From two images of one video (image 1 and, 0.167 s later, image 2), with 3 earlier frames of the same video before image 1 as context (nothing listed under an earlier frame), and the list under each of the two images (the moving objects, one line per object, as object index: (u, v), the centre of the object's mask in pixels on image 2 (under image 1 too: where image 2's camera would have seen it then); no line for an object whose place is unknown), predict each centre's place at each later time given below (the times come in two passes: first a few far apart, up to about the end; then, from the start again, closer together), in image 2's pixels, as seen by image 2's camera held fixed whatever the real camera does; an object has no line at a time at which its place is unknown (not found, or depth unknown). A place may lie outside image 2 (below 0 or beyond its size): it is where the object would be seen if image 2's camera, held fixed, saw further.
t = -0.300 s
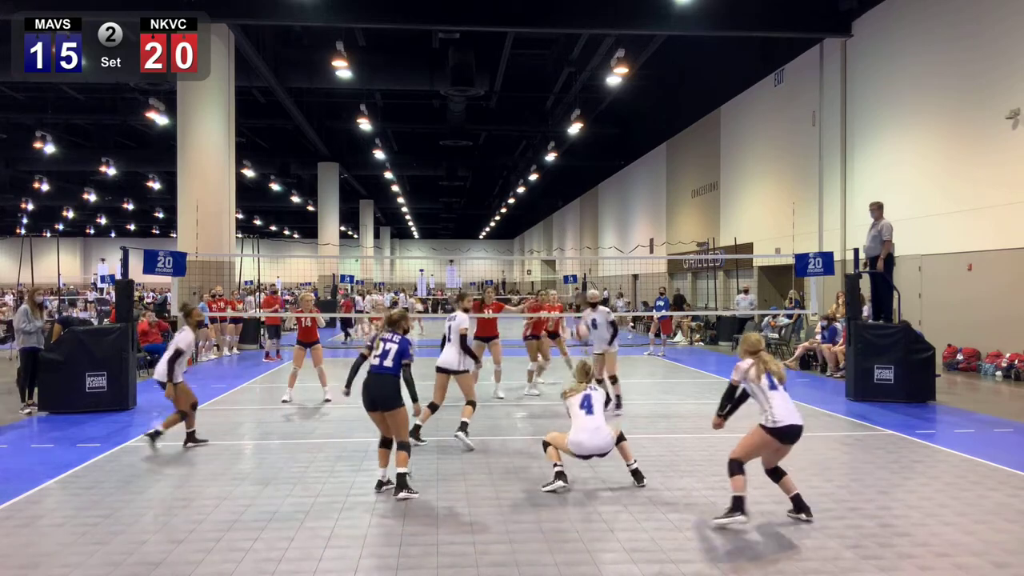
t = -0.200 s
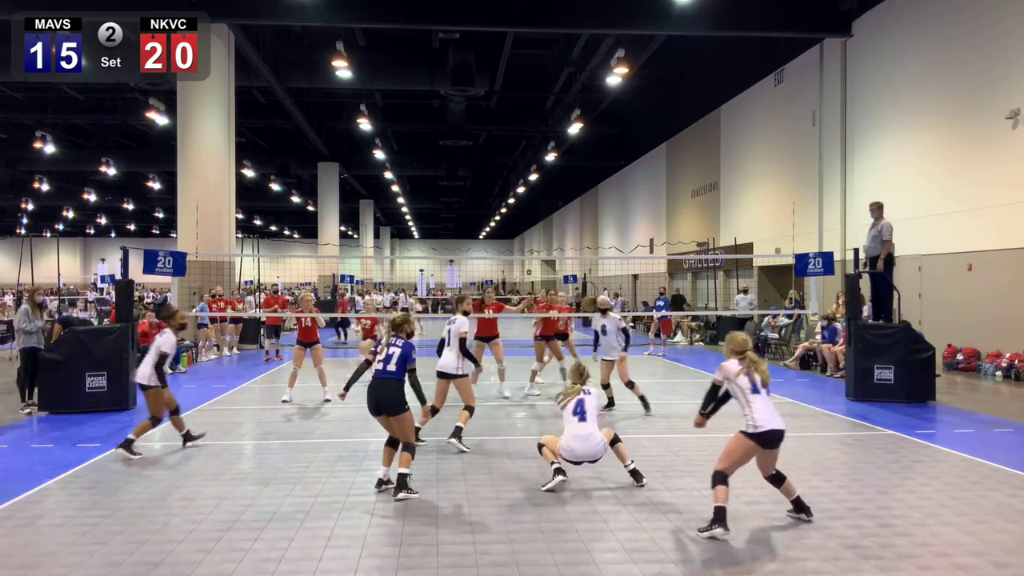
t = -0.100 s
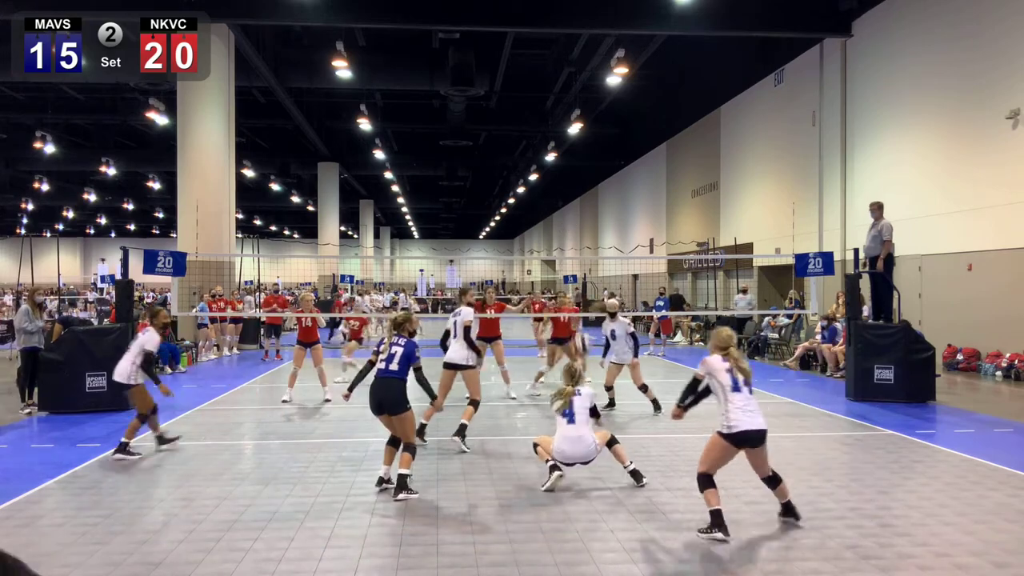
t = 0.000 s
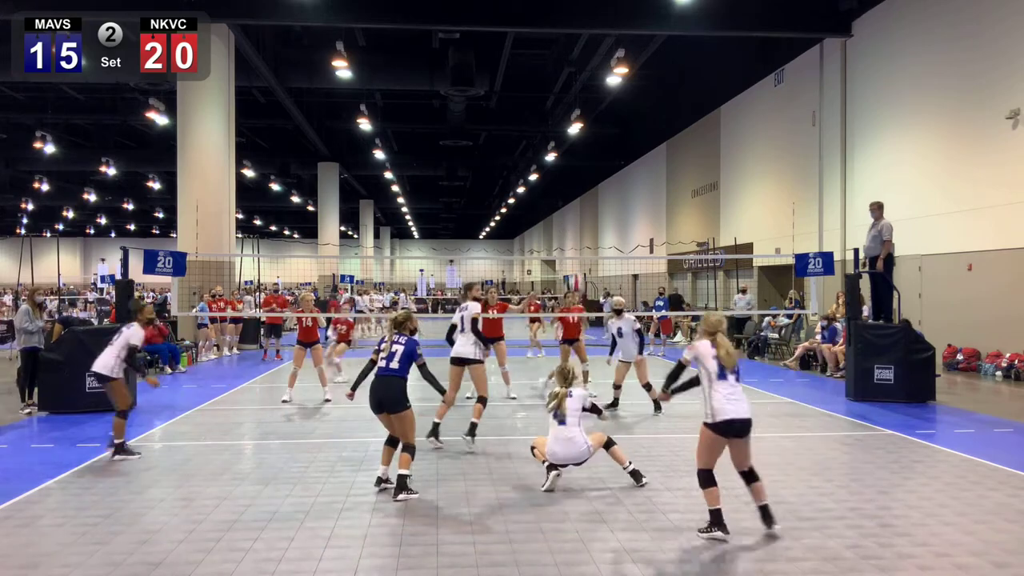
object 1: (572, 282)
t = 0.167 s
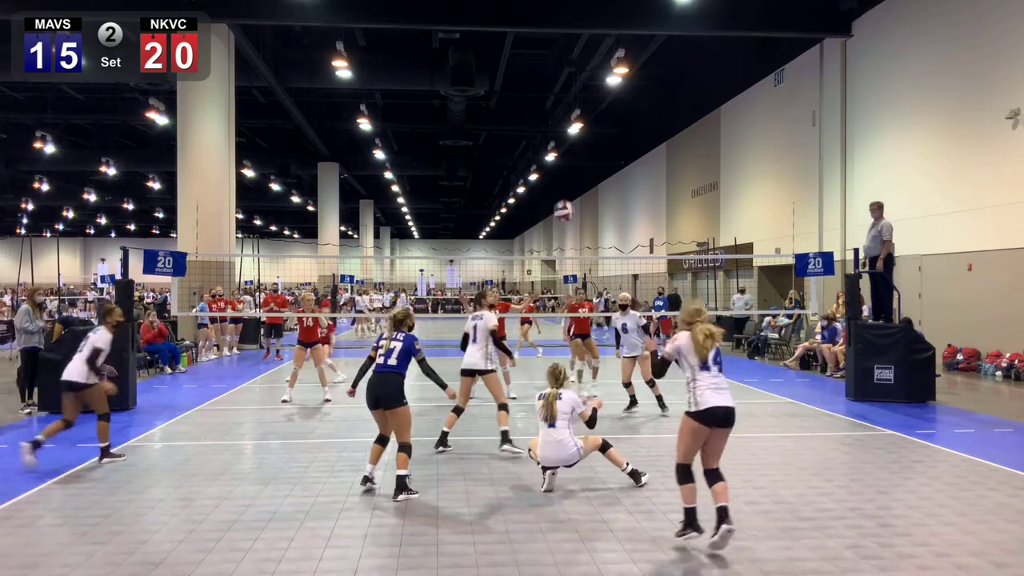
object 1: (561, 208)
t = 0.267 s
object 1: (556, 181)
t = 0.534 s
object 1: (541, 155)
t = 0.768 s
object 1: (529, 179)
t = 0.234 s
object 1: (557, 191)
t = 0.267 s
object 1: (556, 181)
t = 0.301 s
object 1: (555, 176)
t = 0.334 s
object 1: (553, 170)
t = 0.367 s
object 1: (548, 165)
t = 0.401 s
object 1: (547, 161)
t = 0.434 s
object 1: (545, 158)
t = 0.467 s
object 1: (544, 155)
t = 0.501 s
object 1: (543, 155)
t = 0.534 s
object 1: (541, 155)
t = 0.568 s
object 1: (539, 156)
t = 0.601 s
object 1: (538, 158)
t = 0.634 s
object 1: (536, 160)
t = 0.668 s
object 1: (535, 163)
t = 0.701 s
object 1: (533, 167)
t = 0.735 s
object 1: (531, 173)
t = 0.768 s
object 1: (529, 179)
